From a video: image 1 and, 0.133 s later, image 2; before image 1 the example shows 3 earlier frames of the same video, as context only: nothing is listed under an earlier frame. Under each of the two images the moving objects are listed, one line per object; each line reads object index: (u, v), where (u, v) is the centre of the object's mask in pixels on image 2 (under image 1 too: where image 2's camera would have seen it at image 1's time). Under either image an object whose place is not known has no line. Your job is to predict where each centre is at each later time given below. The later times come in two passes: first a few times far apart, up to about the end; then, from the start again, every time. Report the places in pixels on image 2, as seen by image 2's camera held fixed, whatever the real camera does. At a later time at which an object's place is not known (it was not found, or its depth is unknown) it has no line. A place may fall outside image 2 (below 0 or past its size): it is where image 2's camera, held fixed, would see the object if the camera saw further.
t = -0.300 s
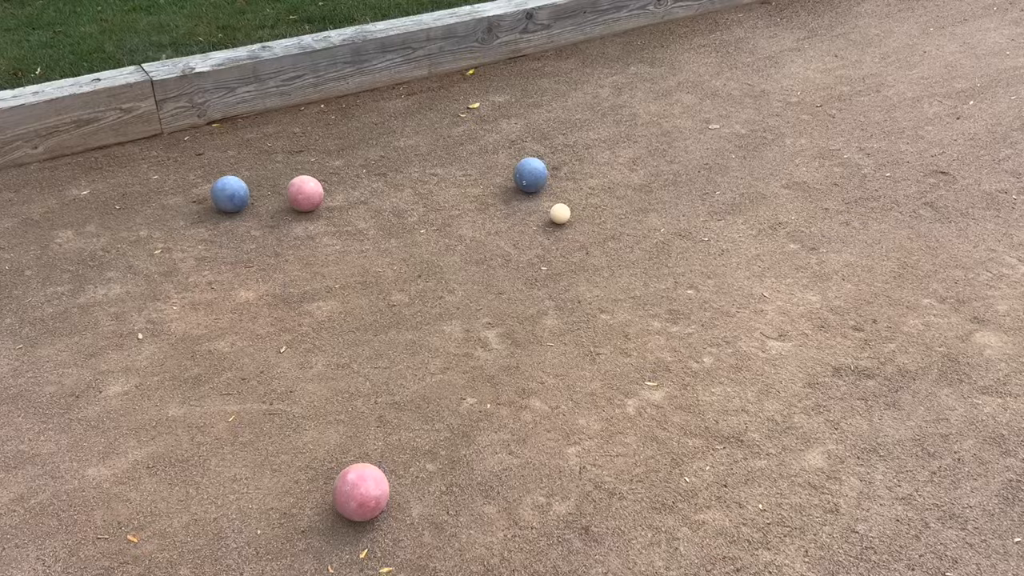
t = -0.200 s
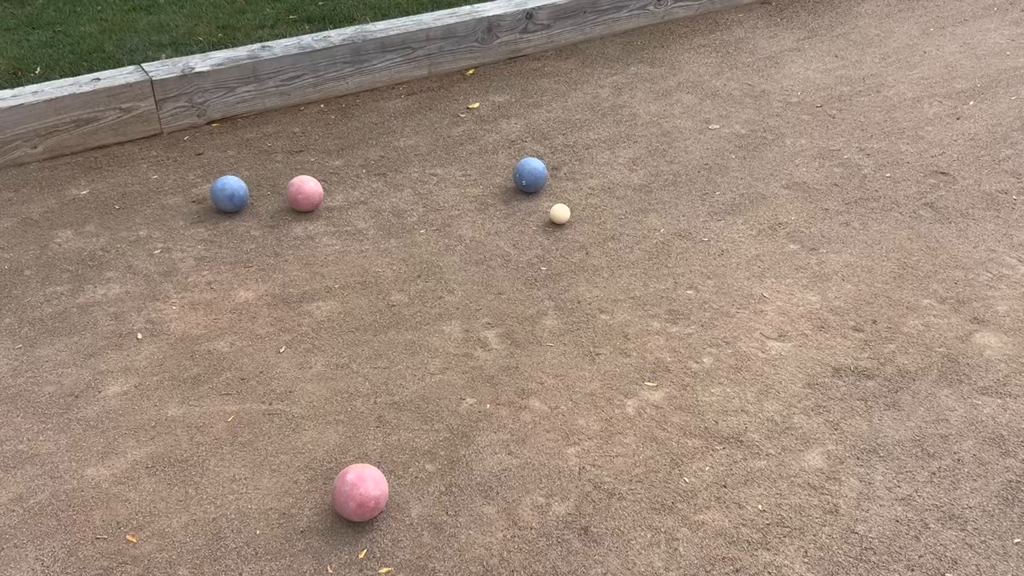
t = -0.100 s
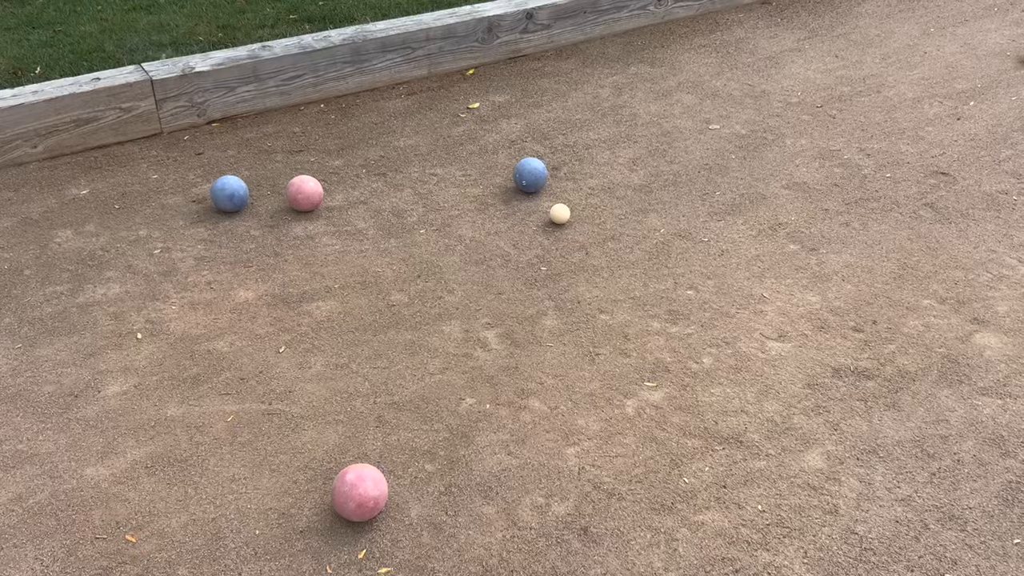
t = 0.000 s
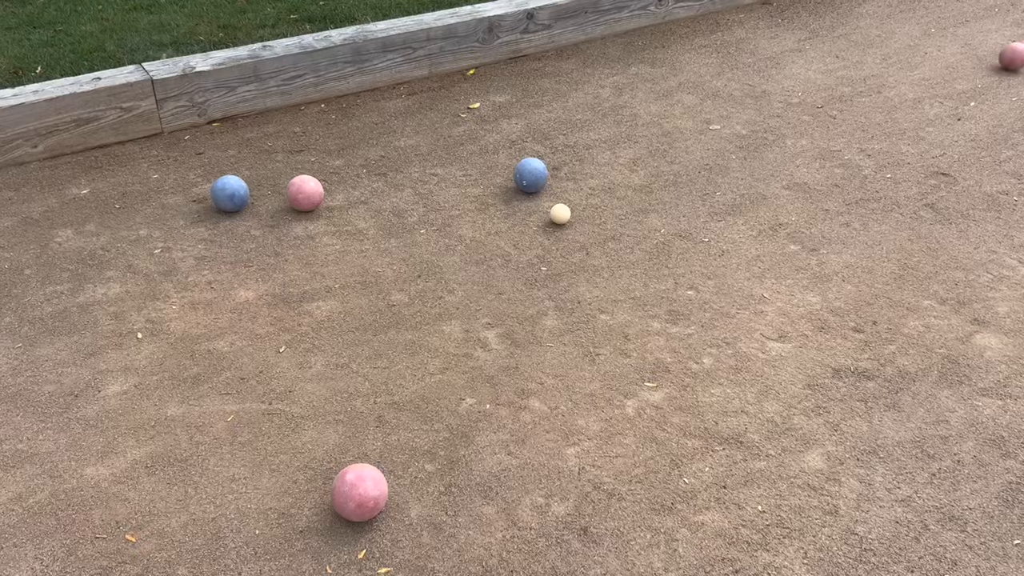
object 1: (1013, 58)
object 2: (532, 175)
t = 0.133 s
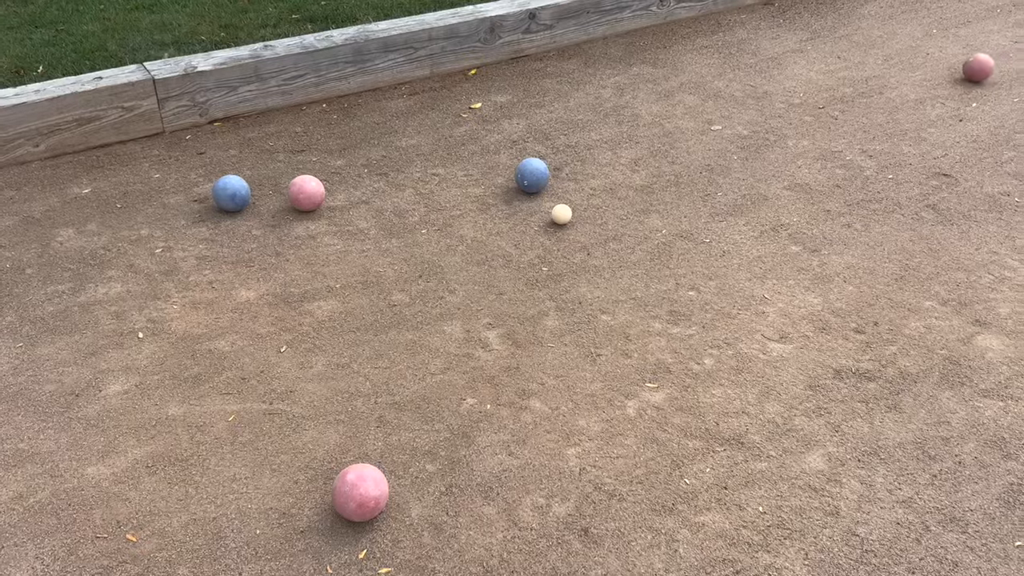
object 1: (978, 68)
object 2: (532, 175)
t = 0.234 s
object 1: (949, 75)
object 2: (532, 175)
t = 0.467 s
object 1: (877, 94)
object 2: (532, 175)
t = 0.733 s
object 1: (791, 113)
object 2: (532, 175)
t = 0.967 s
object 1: (714, 131)
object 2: (532, 175)
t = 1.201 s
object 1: (634, 148)
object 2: (533, 175)
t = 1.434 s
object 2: (530, 176)
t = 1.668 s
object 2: (489, 191)
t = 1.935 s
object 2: (448, 206)
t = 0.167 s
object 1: (967, 71)
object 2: (532, 175)
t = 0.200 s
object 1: (959, 73)
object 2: (532, 175)
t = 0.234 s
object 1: (949, 75)
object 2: (532, 175)
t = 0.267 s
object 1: (939, 79)
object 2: (532, 175)
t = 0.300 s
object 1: (928, 81)
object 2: (532, 175)
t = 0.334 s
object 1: (919, 83)
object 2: (532, 175)
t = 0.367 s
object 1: (908, 86)
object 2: (532, 175)
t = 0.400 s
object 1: (898, 89)
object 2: (532, 175)
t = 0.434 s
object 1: (889, 92)
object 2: (532, 175)
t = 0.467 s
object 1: (877, 94)
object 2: (532, 175)
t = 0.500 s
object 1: (867, 96)
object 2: (532, 175)
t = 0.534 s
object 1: (856, 99)
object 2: (532, 175)
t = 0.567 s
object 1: (845, 102)
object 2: (532, 175)
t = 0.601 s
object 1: (835, 103)
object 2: (532, 175)
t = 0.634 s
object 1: (825, 106)
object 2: (532, 175)
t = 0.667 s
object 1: (813, 109)
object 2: (532, 175)
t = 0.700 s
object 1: (802, 111)
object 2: (532, 175)
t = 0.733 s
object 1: (791, 113)
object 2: (532, 175)
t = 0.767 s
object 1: (780, 116)
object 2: (532, 175)
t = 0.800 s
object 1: (769, 118)
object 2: (532, 175)
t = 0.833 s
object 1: (758, 121)
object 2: (532, 175)
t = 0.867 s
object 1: (747, 123)
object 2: (532, 175)
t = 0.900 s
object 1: (736, 126)
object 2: (532, 175)
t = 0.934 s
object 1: (725, 128)
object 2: (532, 175)
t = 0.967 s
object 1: (714, 131)
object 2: (532, 175)
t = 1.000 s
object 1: (702, 133)
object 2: (532, 175)
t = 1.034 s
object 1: (691, 136)
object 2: (532, 175)
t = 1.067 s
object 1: (679, 138)
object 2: (533, 175)
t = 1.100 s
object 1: (669, 140)
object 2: (533, 175)
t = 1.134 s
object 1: (657, 144)
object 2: (533, 175)
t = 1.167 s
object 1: (647, 146)
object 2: (533, 175)
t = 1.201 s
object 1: (634, 148)
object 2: (533, 175)
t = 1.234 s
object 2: (533, 175)
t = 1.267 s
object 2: (533, 175)
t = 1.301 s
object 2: (533, 175)
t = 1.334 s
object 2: (533, 175)
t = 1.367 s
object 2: (533, 175)
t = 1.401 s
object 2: (533, 175)
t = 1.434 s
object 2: (530, 176)
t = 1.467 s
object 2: (523, 178)
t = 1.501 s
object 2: (516, 180)
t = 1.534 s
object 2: (510, 183)
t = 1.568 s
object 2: (505, 185)
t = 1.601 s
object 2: (499, 187)
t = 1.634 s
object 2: (494, 189)
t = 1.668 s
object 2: (489, 191)
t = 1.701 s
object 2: (483, 193)
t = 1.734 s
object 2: (478, 195)
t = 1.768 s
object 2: (472, 197)
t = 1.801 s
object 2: (468, 199)
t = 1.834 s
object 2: (464, 201)
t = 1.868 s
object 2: (458, 203)
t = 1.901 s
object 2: (453, 205)
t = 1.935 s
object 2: (448, 206)
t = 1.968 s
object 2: (443, 209)
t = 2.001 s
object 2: (438, 210)
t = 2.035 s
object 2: (433, 212)
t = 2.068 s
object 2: (428, 213)
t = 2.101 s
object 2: (420, 216)
